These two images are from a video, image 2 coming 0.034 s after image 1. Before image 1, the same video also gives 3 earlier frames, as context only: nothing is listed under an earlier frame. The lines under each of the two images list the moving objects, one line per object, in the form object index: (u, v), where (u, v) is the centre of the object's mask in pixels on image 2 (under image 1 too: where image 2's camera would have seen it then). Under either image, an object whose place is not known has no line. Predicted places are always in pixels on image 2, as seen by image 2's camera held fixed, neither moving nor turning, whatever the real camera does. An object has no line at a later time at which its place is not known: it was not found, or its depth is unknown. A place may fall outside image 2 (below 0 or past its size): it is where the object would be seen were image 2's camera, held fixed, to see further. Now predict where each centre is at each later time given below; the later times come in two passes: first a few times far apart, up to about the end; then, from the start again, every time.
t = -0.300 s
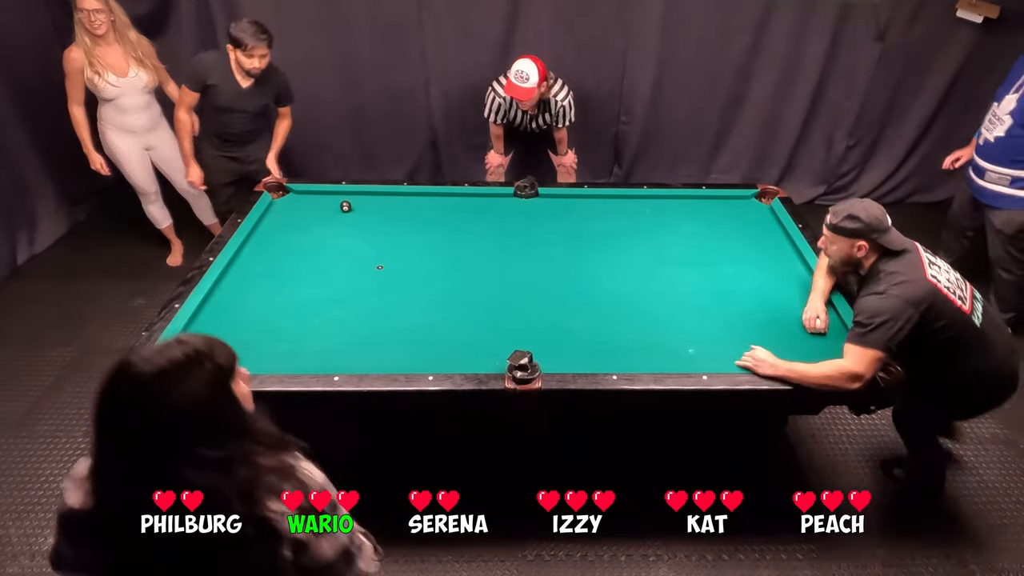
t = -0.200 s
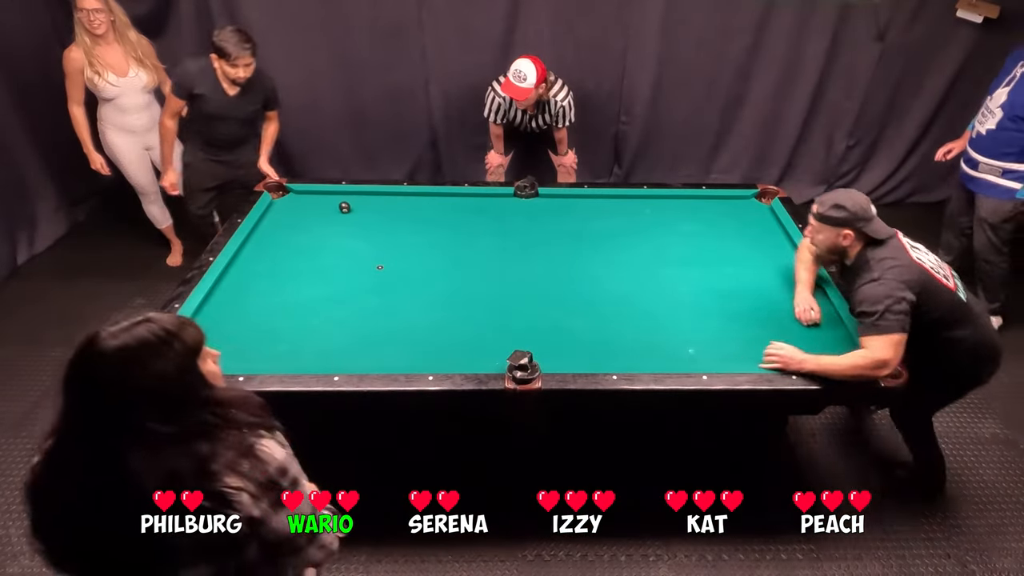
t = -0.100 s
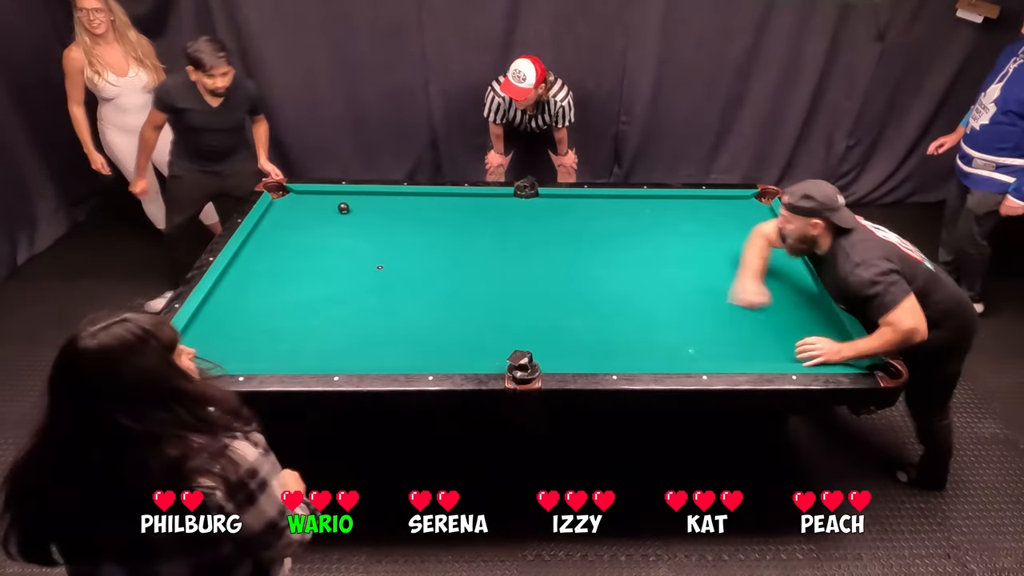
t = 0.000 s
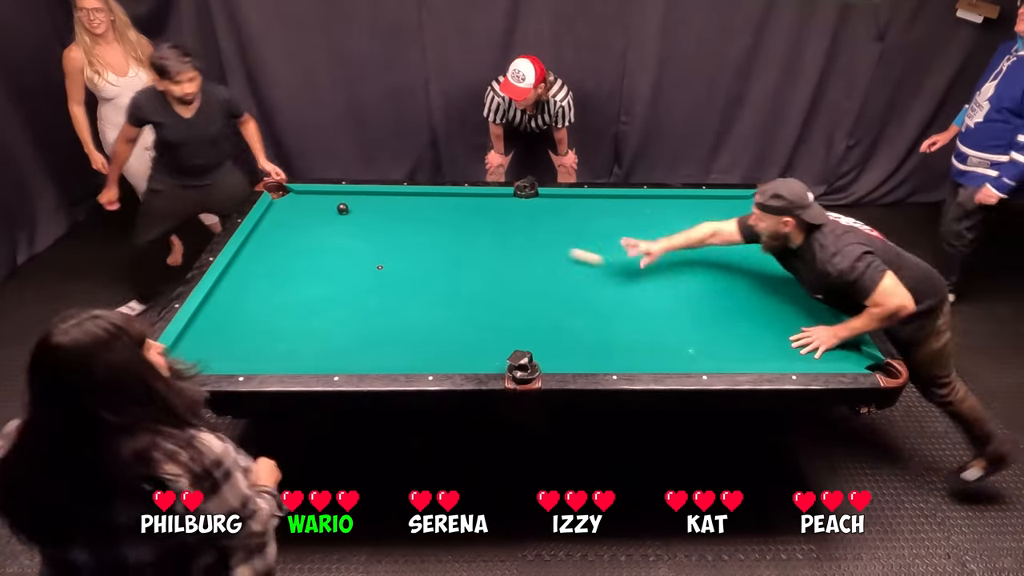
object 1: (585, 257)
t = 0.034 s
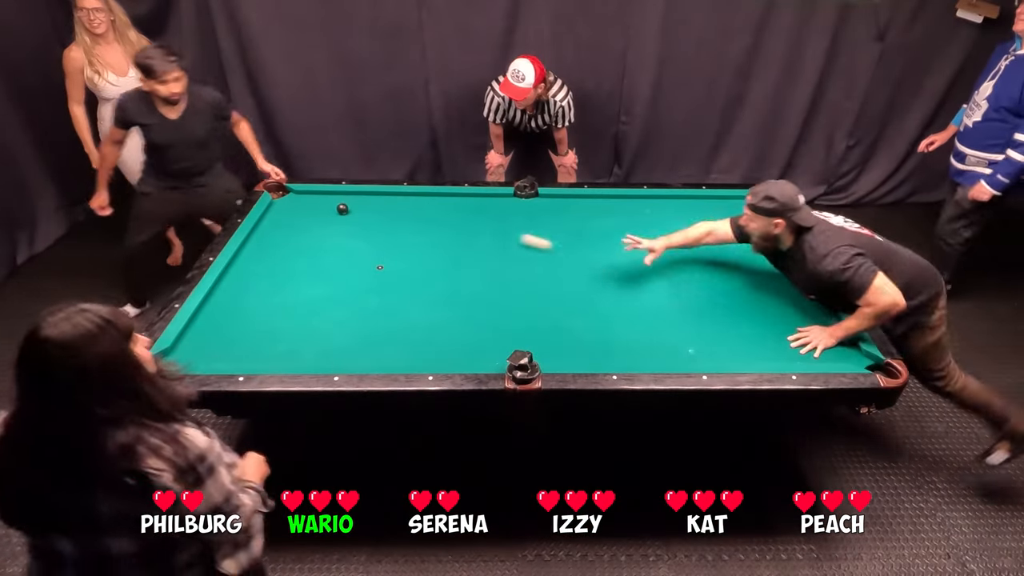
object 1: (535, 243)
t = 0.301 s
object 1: (283, 226)
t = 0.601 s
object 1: (459, 305)
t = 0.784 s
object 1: (572, 356)
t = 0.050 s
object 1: (511, 236)
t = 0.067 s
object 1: (488, 229)
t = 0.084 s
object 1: (467, 222)
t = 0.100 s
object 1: (445, 216)
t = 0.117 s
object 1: (424, 210)
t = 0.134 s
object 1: (404, 204)
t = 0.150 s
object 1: (384, 198)
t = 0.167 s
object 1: (366, 194)
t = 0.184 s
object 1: (348, 197)
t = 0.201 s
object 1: (330, 201)
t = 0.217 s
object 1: (312, 206)
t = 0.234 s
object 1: (293, 210)
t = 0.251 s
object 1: (275, 214)
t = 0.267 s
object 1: (265, 218)
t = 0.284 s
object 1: (274, 222)
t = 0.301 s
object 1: (283, 226)
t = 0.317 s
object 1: (292, 231)
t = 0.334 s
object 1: (301, 235)
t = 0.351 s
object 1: (310, 239)
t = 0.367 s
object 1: (320, 243)
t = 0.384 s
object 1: (330, 247)
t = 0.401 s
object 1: (339, 252)
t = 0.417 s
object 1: (349, 256)
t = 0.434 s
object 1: (359, 260)
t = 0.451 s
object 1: (369, 265)
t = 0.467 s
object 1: (379, 269)
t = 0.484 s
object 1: (388, 274)
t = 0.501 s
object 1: (398, 278)
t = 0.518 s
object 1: (408, 282)
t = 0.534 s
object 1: (418, 287)
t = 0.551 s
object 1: (428, 291)
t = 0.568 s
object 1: (438, 296)
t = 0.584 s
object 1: (448, 300)
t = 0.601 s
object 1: (459, 305)
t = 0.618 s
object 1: (468, 310)
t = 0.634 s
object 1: (479, 314)
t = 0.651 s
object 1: (489, 319)
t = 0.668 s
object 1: (499, 323)
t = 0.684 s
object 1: (509, 328)
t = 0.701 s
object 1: (520, 333)
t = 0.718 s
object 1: (530, 337)
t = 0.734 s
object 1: (540, 342)
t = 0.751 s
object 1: (551, 347)
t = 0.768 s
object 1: (561, 352)
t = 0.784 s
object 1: (572, 356)
